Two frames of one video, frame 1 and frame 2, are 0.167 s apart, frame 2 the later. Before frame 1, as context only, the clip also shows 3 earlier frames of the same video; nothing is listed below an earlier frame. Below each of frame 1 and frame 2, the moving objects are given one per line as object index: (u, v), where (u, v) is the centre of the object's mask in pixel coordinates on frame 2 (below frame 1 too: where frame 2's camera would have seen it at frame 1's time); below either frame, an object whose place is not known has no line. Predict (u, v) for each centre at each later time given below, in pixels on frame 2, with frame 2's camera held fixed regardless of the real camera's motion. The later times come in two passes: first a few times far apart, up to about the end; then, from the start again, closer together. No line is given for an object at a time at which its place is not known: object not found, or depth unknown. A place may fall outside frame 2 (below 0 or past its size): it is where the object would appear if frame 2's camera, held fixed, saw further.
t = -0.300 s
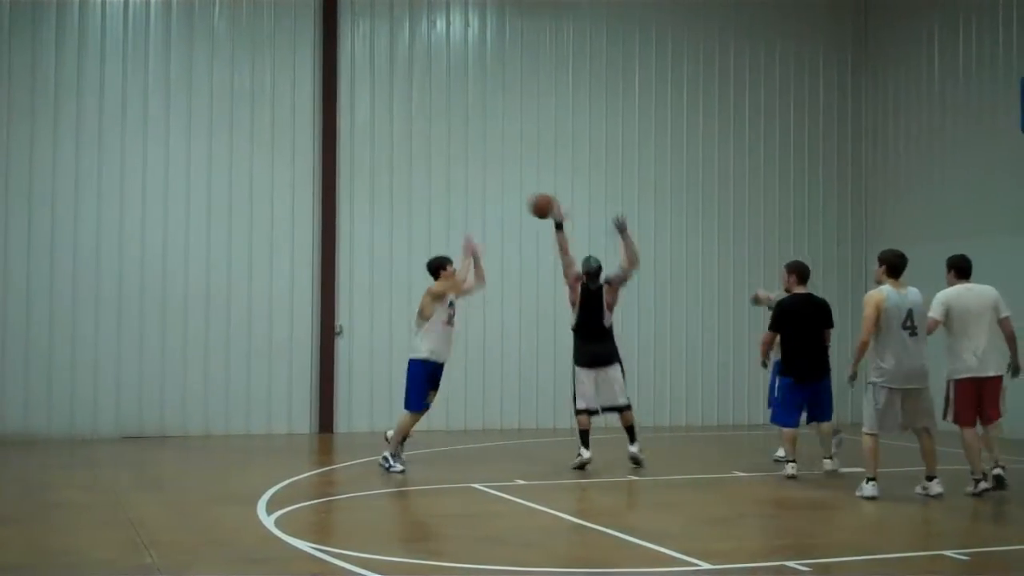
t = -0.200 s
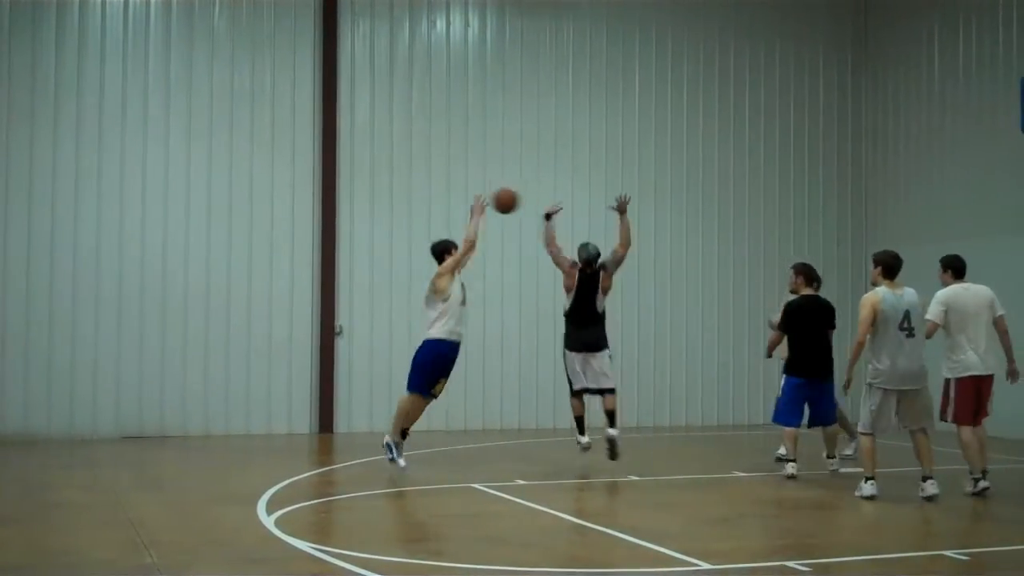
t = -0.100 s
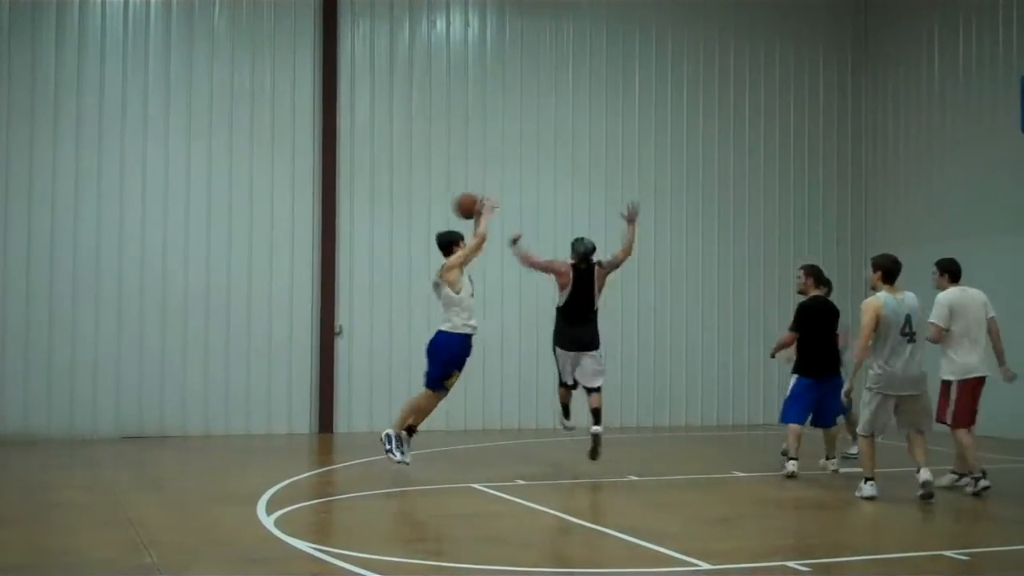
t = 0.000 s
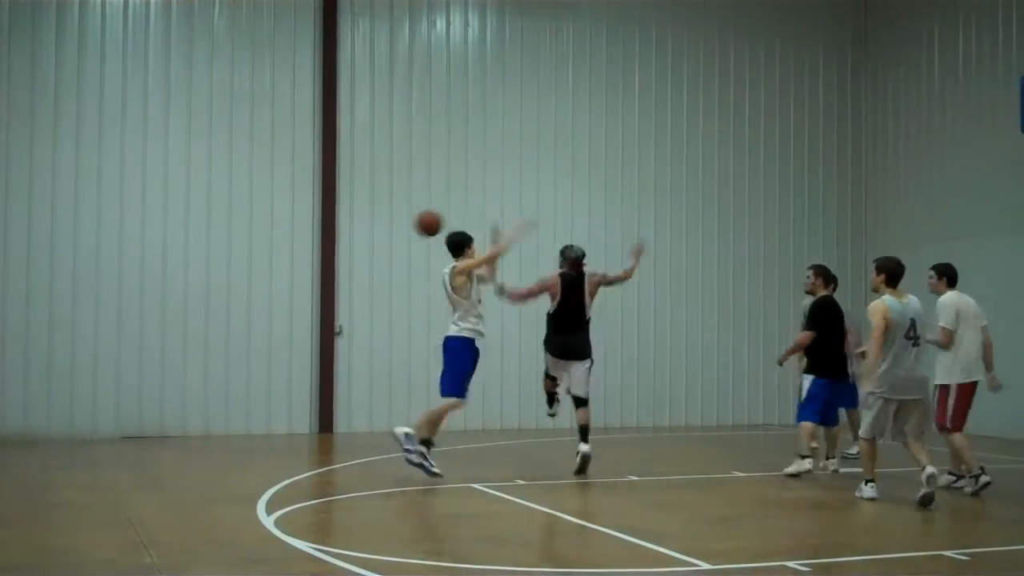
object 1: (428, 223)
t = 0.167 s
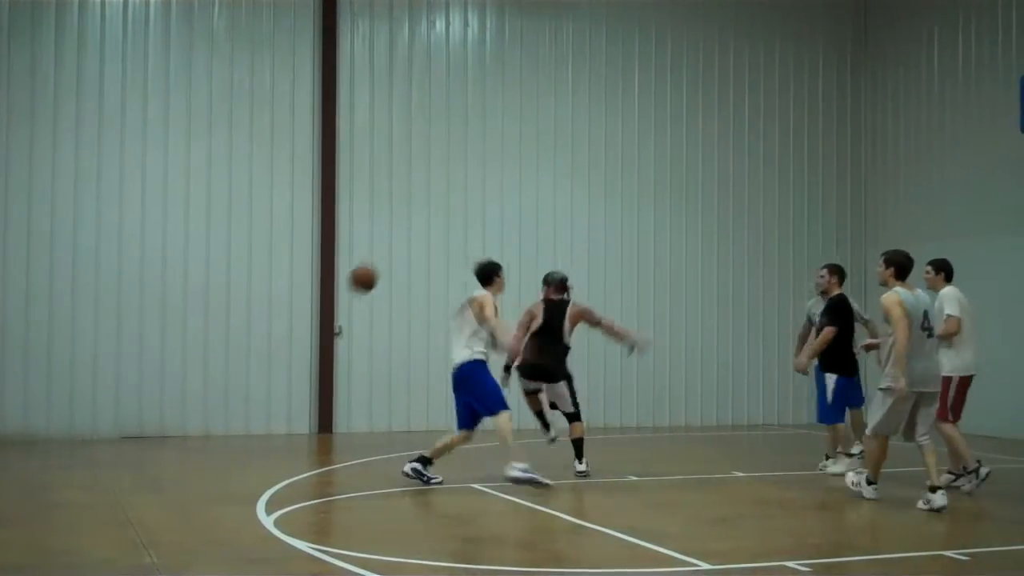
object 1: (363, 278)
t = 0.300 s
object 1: (308, 349)
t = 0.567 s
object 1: (214, 402)
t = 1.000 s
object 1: (107, 300)
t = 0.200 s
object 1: (351, 294)
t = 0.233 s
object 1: (336, 309)
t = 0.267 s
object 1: (321, 328)
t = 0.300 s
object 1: (308, 349)
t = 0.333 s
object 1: (295, 369)
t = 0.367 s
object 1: (281, 392)
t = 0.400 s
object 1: (267, 416)
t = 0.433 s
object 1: (254, 441)
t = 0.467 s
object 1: (239, 457)
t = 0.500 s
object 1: (231, 437)
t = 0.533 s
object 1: (222, 419)
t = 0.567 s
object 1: (214, 402)
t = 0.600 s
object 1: (206, 387)
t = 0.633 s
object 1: (197, 373)
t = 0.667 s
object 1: (188, 359)
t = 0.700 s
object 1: (180, 347)
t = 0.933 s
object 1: (120, 301)
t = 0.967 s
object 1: (112, 299)
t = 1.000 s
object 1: (107, 300)
